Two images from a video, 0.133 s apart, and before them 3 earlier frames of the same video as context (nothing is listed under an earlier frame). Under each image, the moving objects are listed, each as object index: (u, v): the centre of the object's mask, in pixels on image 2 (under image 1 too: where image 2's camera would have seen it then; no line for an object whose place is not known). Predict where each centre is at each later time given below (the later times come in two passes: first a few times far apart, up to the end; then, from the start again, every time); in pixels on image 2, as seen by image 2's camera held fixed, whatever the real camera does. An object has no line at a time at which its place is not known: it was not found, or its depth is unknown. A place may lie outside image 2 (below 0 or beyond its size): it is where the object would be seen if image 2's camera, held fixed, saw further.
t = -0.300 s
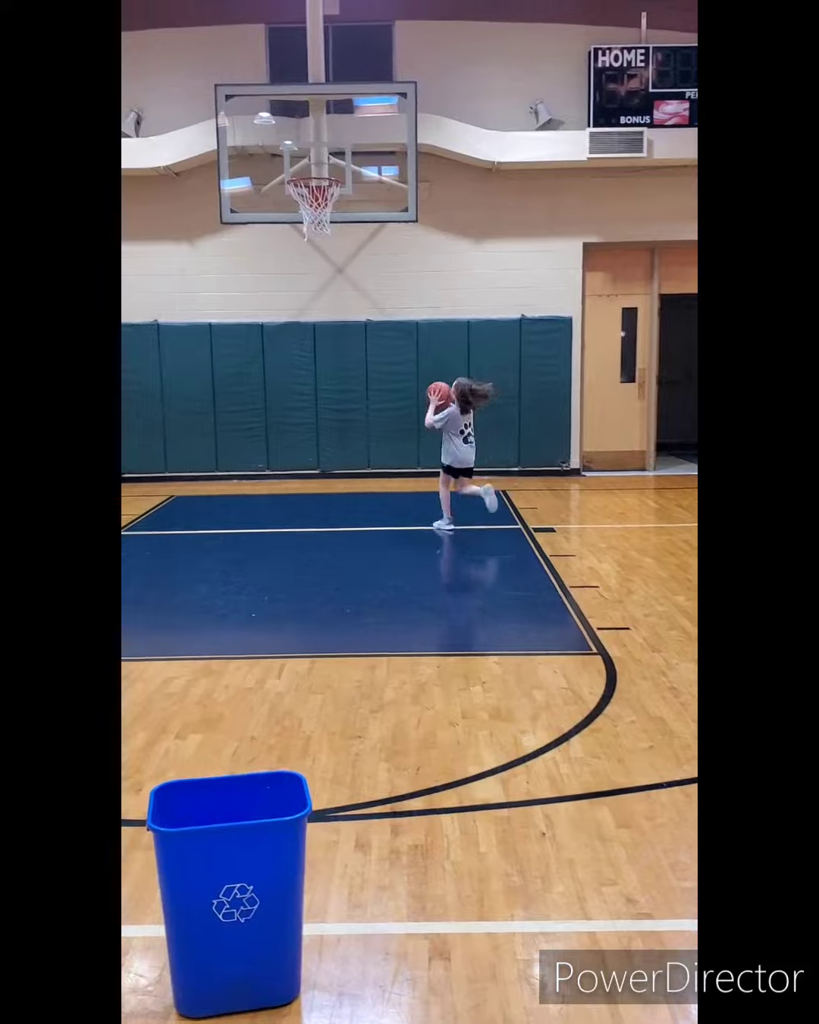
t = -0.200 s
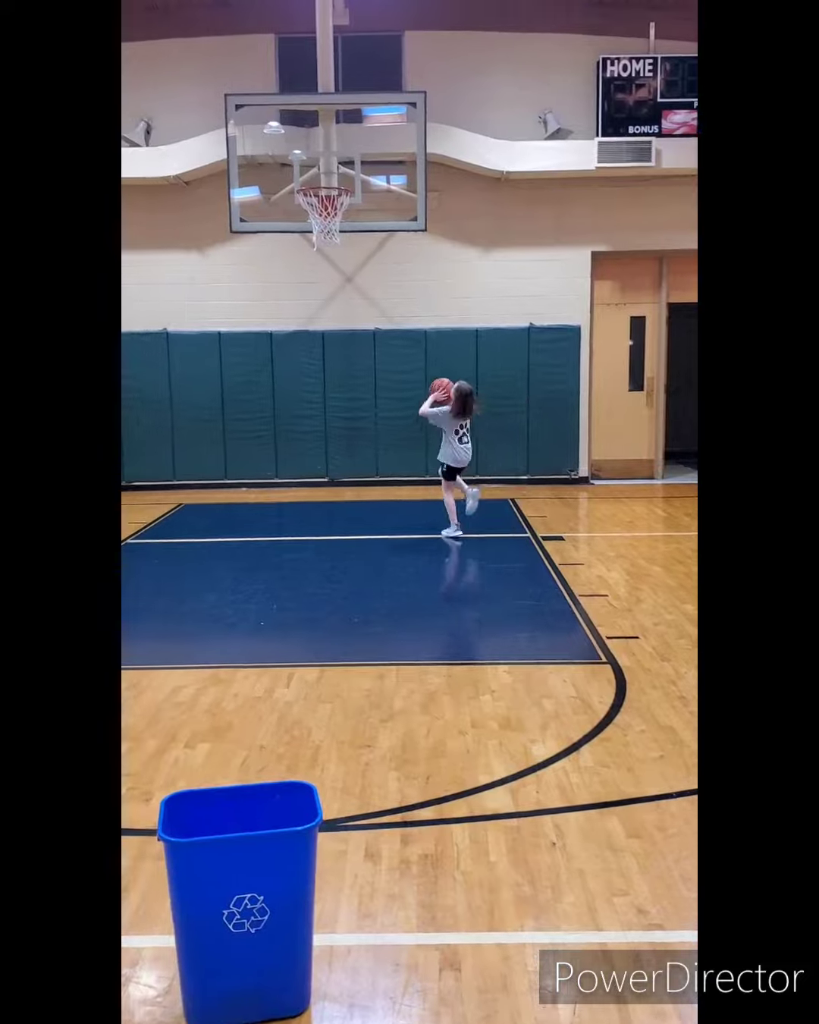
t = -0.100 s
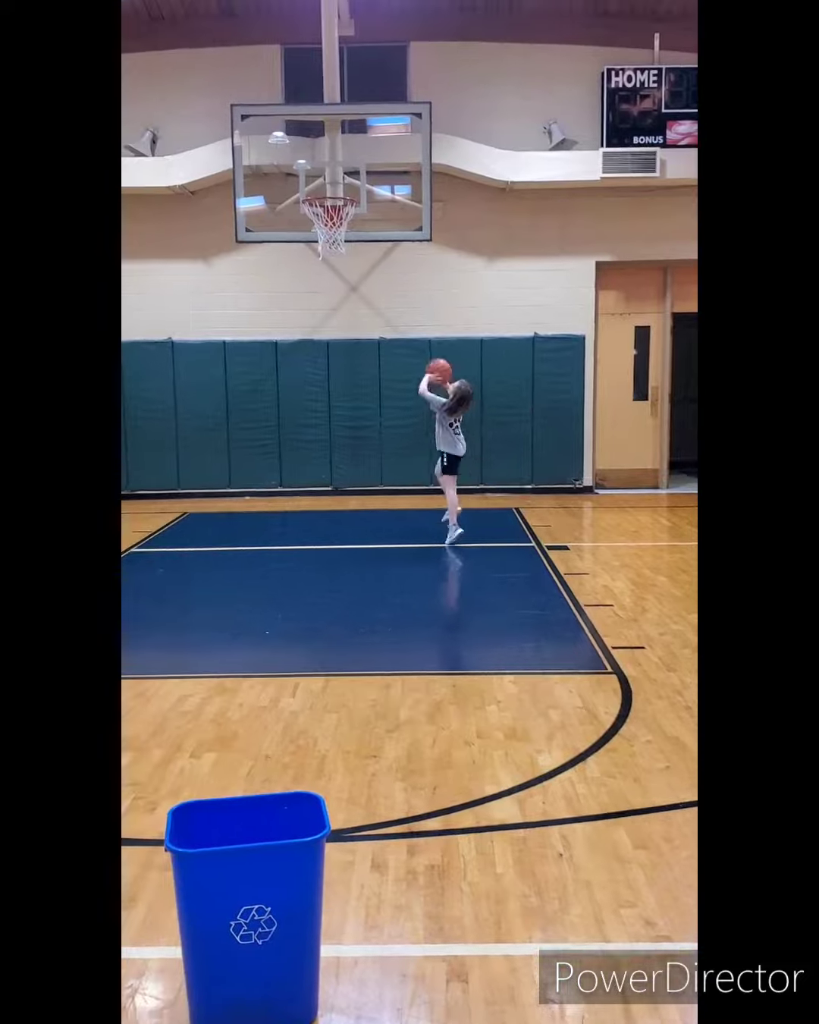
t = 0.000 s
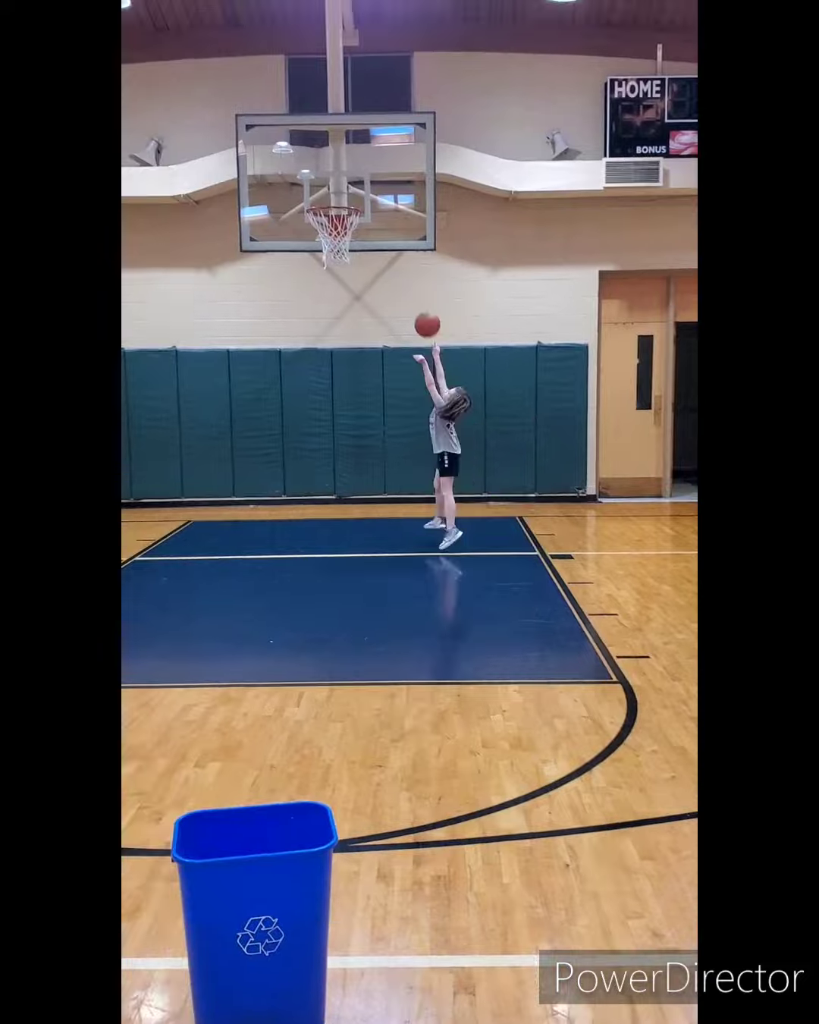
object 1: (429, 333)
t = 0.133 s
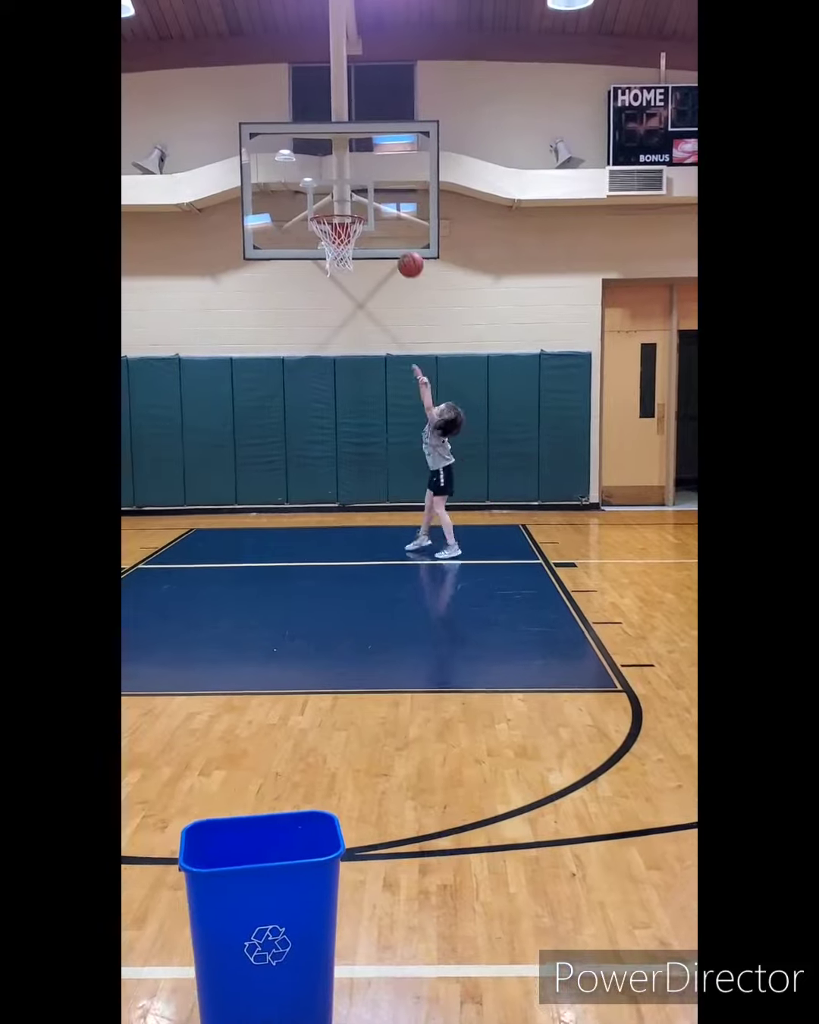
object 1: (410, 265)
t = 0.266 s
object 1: (391, 219)
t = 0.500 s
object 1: (365, 196)
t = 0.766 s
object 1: (341, 239)
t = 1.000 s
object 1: (335, 278)
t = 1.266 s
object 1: (331, 382)
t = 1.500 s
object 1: (328, 527)
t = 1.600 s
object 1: (326, 500)
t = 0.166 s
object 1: (406, 251)
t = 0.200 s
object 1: (401, 239)
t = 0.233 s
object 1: (396, 229)
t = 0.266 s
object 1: (391, 219)
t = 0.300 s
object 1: (388, 211)
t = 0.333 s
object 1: (383, 205)
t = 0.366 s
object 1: (379, 199)
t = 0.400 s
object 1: (376, 196)
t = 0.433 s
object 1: (371, 195)
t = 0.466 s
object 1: (368, 195)
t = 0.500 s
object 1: (365, 196)
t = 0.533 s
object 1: (362, 199)
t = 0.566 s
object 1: (358, 201)
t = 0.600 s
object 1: (355, 204)
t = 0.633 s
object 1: (352, 209)
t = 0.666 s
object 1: (352, 217)
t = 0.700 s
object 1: (345, 228)
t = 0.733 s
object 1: (342, 234)
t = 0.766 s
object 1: (341, 239)
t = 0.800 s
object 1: (340, 243)
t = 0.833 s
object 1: (339, 255)
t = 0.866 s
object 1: (338, 256)
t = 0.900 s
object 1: (336, 259)
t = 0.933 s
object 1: (335, 263)
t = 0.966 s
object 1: (335, 270)
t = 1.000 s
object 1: (335, 278)
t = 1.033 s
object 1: (335, 287)
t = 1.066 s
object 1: (334, 297)
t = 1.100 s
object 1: (334, 309)
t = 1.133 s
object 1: (333, 322)
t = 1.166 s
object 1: (333, 336)
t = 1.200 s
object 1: (332, 351)
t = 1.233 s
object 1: (331, 367)
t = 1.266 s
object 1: (331, 382)
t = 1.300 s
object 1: (331, 401)
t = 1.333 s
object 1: (330, 420)
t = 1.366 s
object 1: (329, 440)
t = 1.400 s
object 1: (329, 461)
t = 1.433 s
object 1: (329, 482)
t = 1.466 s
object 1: (328, 504)
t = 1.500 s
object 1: (328, 527)
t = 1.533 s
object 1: (327, 534)
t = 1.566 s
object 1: (326, 516)
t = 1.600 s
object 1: (326, 500)
